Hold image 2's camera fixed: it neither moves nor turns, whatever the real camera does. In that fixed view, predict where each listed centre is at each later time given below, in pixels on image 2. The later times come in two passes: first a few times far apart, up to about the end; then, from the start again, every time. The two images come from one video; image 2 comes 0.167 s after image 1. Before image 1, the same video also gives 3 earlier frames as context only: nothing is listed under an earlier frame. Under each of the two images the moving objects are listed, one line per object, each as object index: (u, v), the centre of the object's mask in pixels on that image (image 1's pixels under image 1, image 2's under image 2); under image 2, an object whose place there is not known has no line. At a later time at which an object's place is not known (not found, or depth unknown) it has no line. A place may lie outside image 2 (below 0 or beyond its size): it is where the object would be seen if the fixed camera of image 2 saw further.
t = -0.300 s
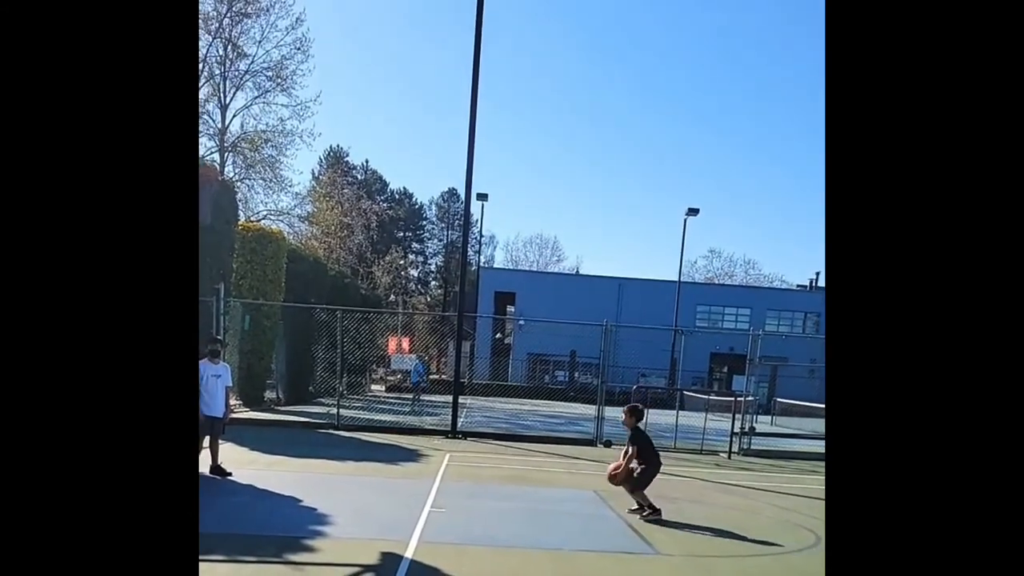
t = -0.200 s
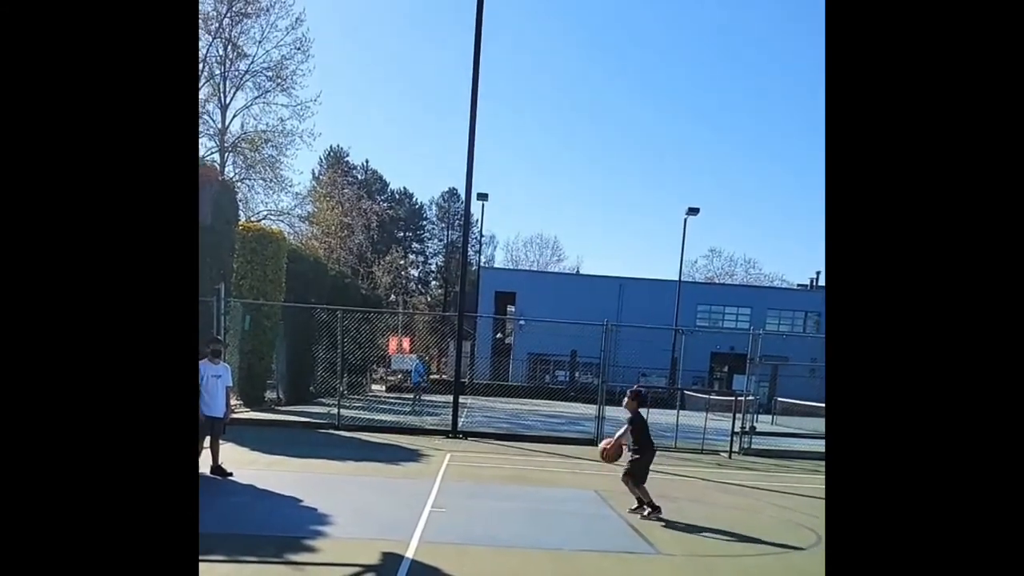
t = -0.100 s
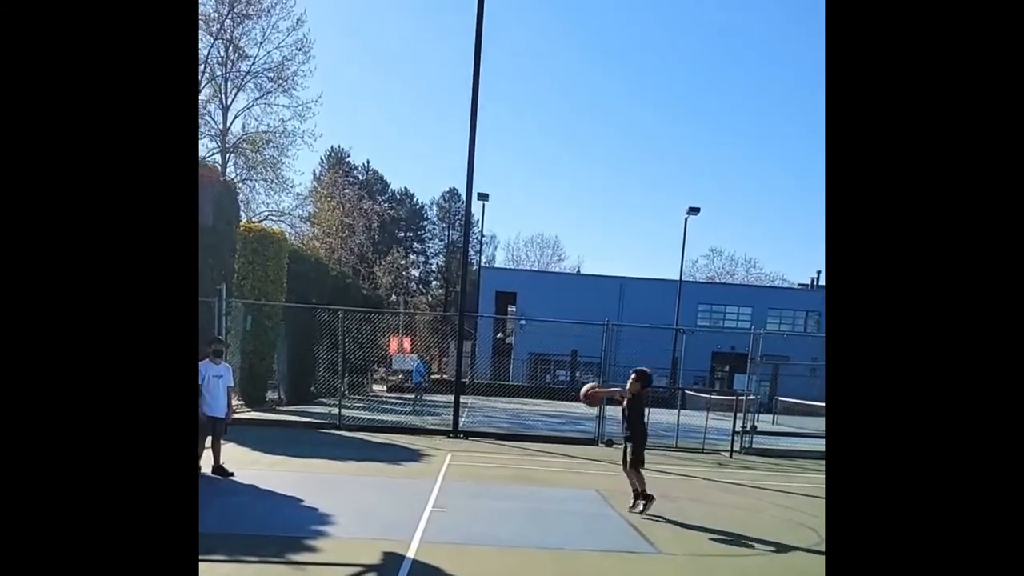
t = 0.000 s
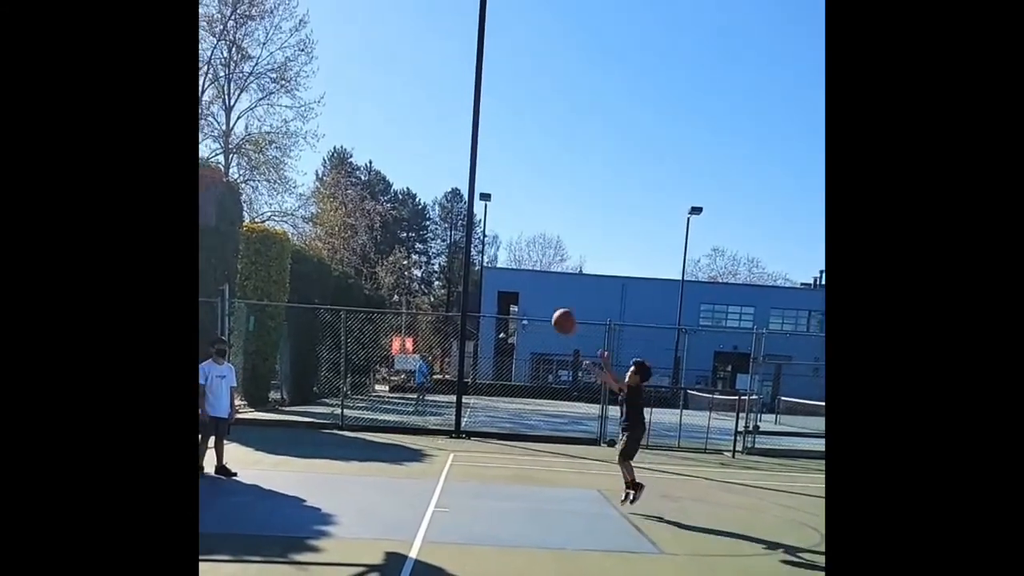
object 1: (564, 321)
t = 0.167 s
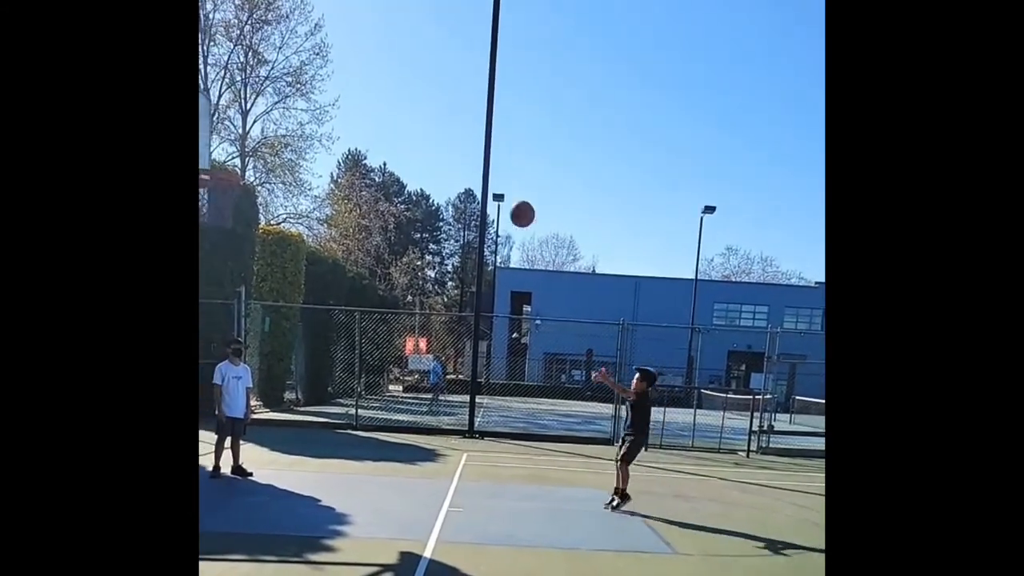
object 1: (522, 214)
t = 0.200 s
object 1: (511, 196)
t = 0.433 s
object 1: (432, 102)
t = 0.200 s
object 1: (511, 196)
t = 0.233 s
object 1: (500, 179)
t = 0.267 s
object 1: (489, 163)
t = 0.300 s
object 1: (477, 149)
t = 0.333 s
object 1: (466, 134)
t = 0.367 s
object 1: (455, 122)
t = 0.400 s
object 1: (444, 112)
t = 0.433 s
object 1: (432, 102)
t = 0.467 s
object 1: (422, 92)
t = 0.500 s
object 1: (410, 85)
